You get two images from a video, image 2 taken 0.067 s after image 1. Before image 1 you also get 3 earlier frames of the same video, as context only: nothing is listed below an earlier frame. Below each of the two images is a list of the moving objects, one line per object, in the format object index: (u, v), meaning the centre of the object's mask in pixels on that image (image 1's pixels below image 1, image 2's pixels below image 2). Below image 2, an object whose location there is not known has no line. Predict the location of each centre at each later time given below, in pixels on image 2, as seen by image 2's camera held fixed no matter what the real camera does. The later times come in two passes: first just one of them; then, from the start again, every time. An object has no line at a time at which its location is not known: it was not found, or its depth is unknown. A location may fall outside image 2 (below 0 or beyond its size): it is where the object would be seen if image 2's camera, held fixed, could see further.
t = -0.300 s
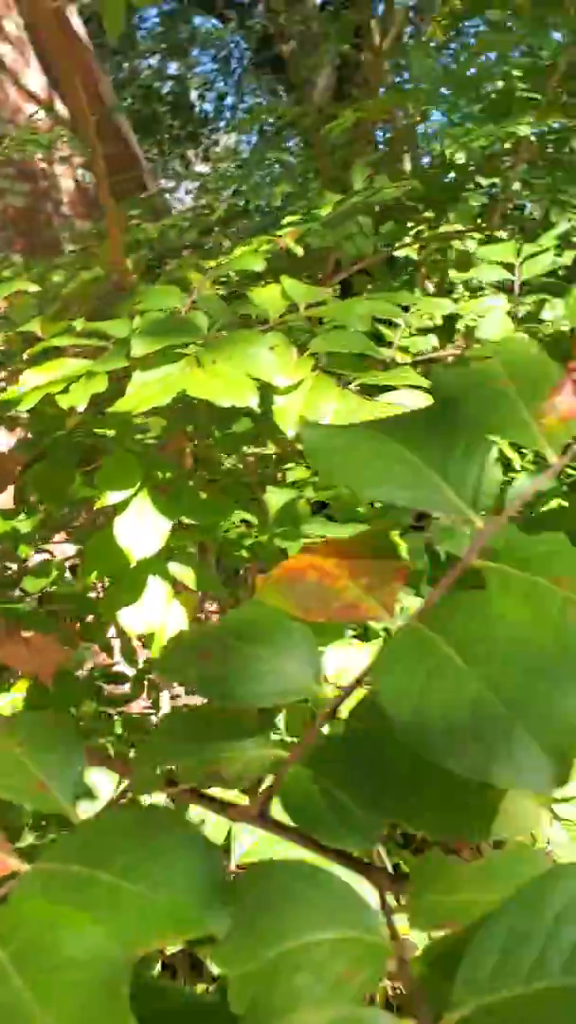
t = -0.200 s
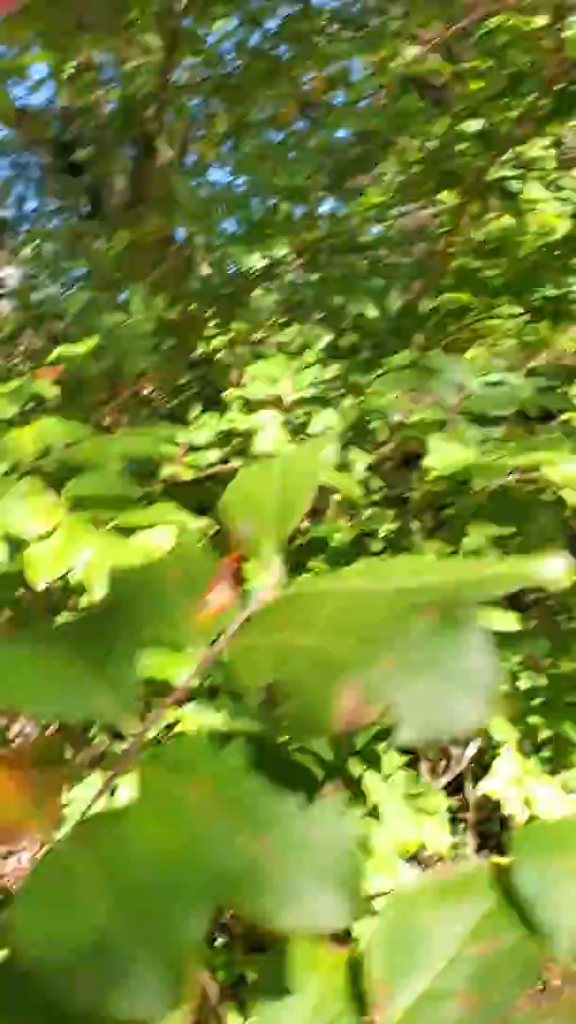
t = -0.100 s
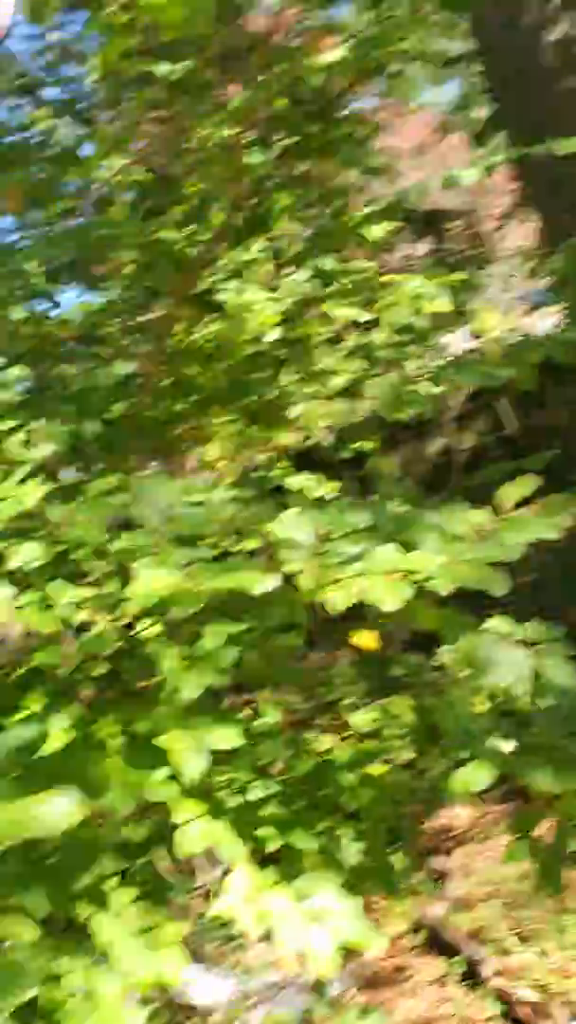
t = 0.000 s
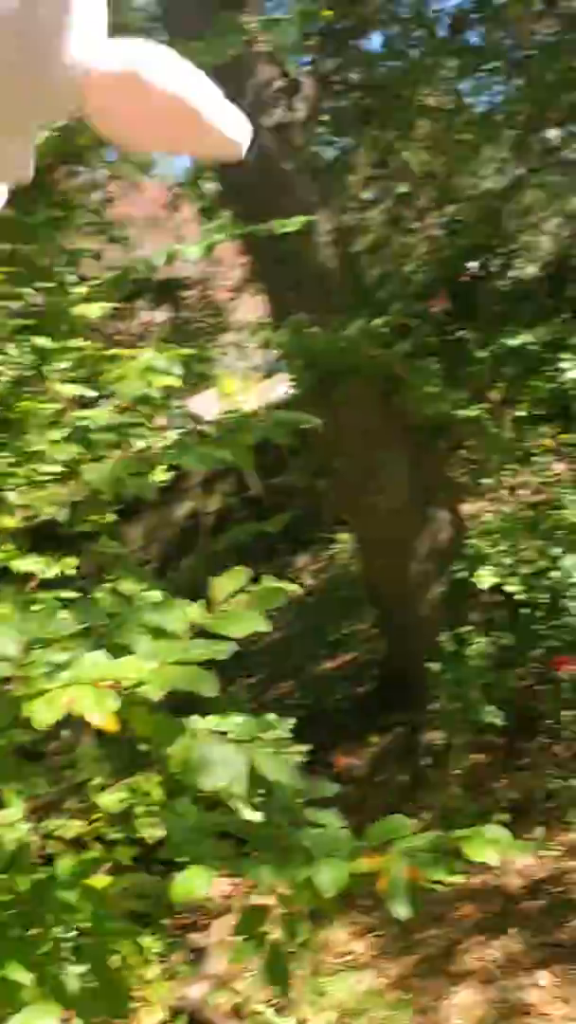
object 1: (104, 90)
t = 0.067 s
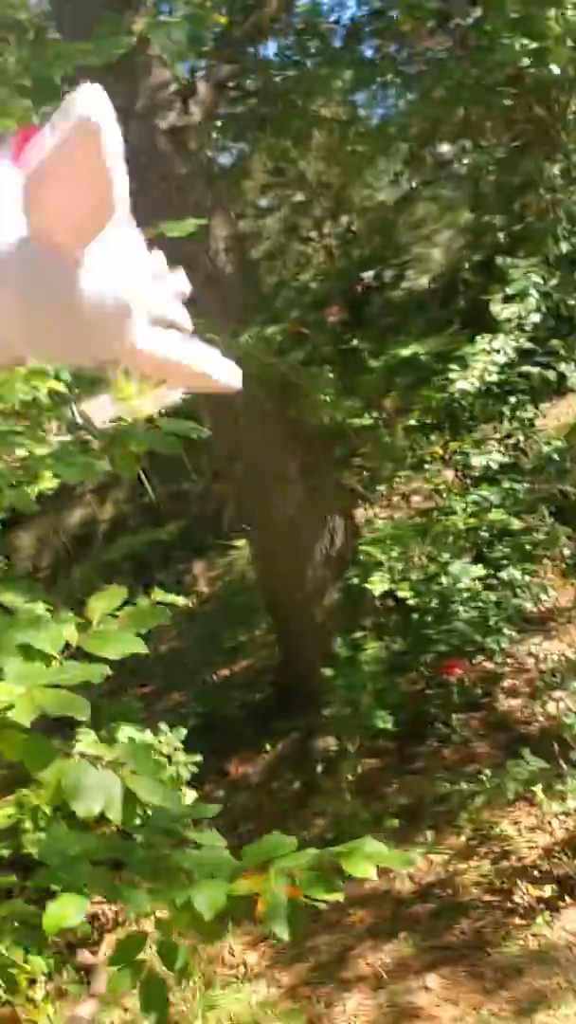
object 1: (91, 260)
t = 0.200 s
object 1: (282, 623)
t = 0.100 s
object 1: (138, 372)
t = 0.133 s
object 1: (153, 451)
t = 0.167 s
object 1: (210, 536)
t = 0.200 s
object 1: (282, 623)
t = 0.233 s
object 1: (344, 701)
